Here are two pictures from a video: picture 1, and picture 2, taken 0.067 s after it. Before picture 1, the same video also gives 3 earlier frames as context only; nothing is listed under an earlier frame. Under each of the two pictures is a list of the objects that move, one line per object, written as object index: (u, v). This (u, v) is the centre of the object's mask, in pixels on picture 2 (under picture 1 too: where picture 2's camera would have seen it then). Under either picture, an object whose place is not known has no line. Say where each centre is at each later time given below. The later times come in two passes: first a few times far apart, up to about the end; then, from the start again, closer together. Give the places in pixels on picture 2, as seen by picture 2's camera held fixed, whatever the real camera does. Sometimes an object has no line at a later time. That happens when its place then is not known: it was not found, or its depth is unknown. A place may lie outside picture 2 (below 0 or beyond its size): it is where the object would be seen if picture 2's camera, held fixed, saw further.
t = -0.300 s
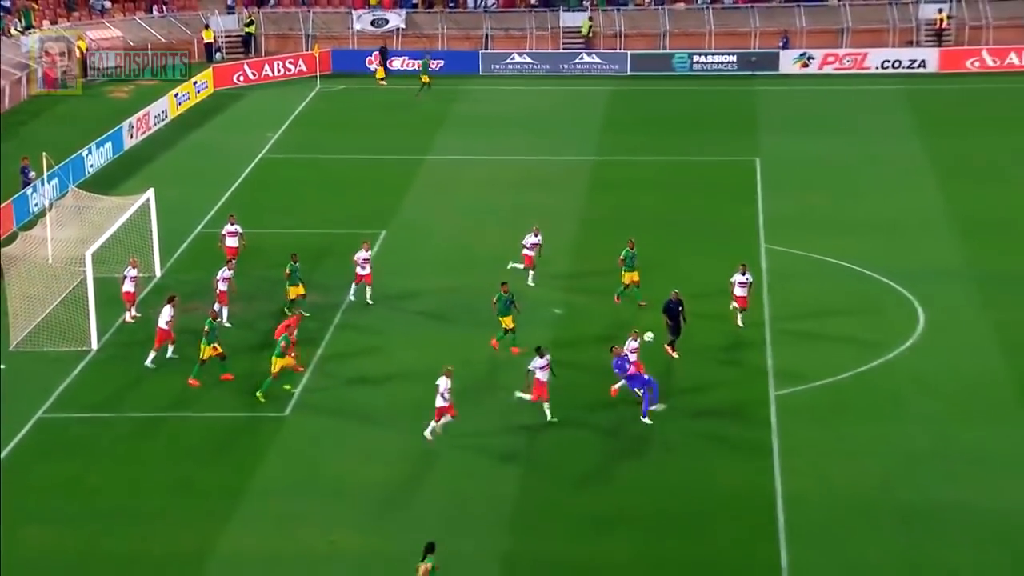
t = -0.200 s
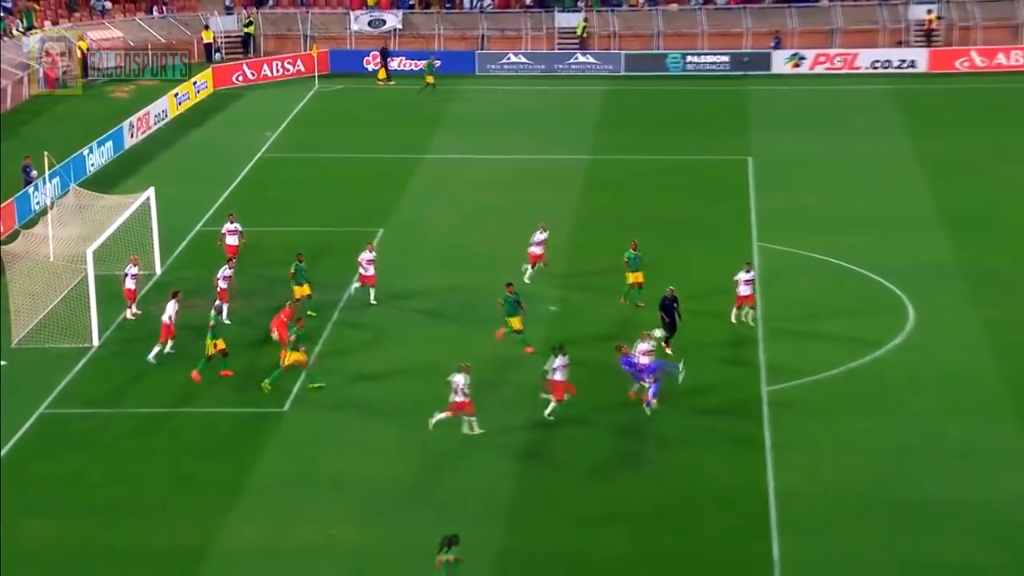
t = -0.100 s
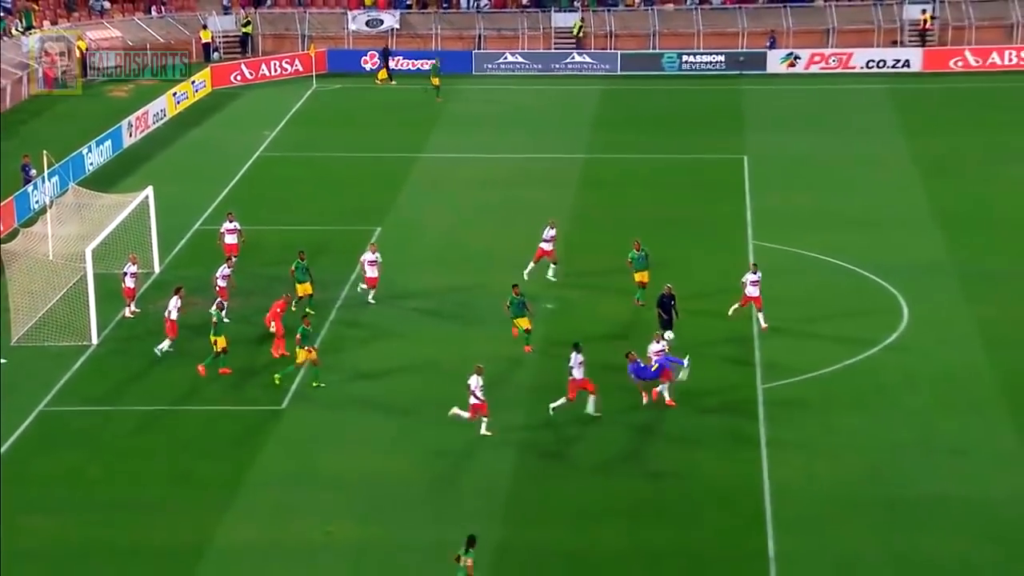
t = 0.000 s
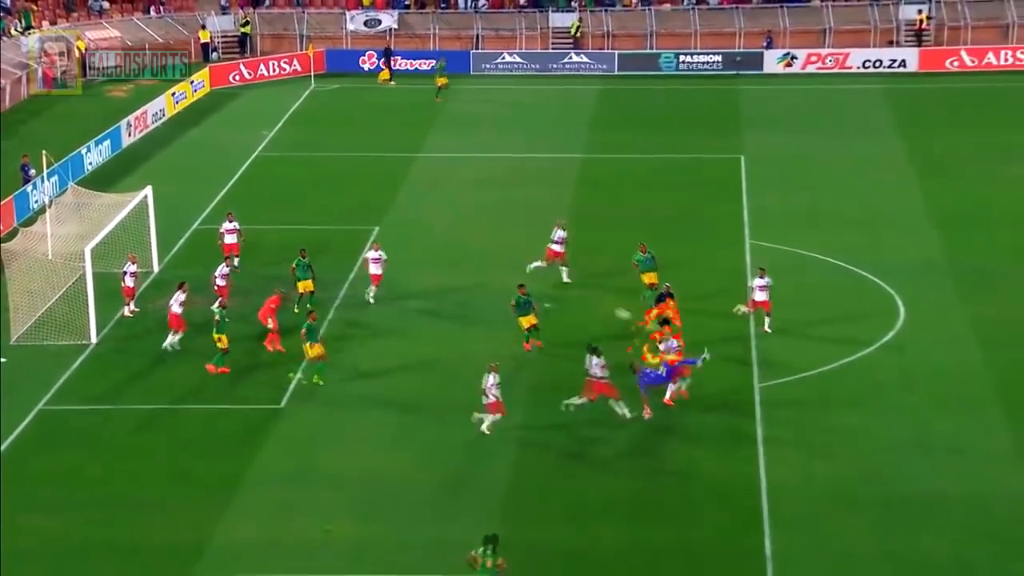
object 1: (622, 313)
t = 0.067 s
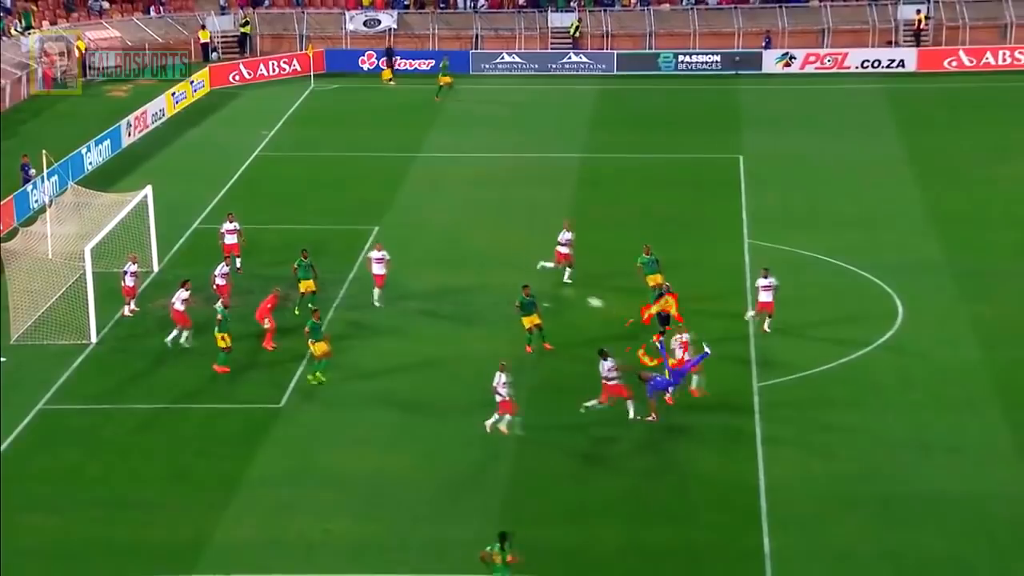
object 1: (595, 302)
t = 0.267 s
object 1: (466, 261)
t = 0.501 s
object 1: (324, 242)
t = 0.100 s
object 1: (569, 292)
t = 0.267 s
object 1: (466, 261)
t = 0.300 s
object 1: (441, 256)
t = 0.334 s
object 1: (417, 251)
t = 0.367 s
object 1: (394, 248)
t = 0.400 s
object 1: (371, 245)
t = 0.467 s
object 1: (347, 243)
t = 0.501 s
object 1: (324, 242)
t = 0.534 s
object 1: (303, 243)
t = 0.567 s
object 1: (281, 243)
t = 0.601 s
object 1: (261, 244)
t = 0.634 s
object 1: (257, 244)
